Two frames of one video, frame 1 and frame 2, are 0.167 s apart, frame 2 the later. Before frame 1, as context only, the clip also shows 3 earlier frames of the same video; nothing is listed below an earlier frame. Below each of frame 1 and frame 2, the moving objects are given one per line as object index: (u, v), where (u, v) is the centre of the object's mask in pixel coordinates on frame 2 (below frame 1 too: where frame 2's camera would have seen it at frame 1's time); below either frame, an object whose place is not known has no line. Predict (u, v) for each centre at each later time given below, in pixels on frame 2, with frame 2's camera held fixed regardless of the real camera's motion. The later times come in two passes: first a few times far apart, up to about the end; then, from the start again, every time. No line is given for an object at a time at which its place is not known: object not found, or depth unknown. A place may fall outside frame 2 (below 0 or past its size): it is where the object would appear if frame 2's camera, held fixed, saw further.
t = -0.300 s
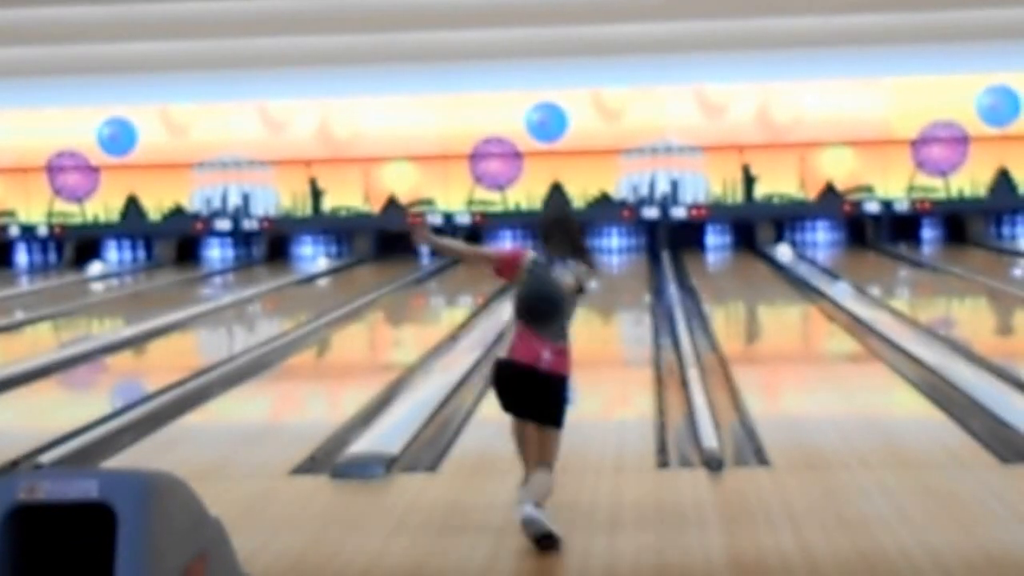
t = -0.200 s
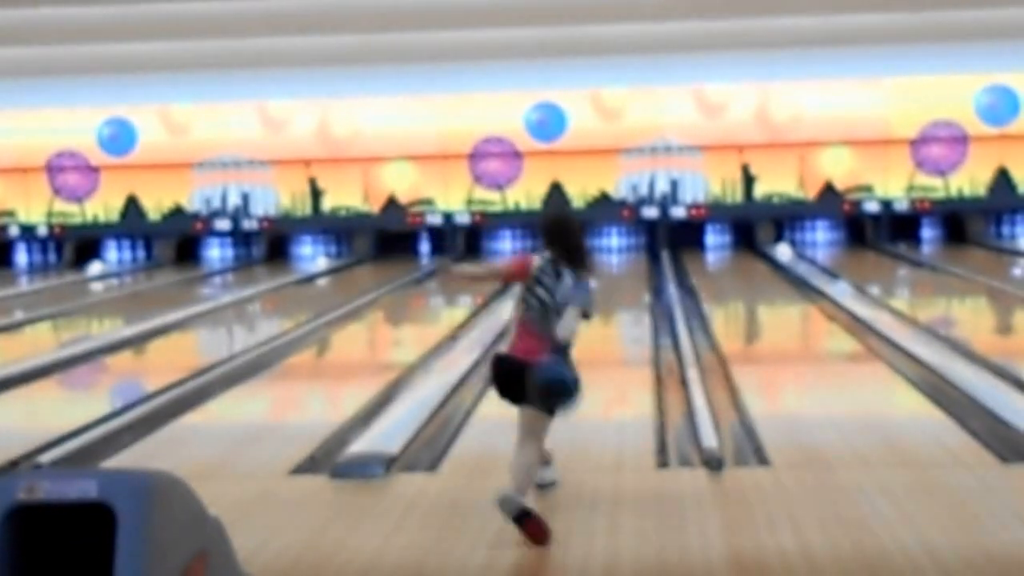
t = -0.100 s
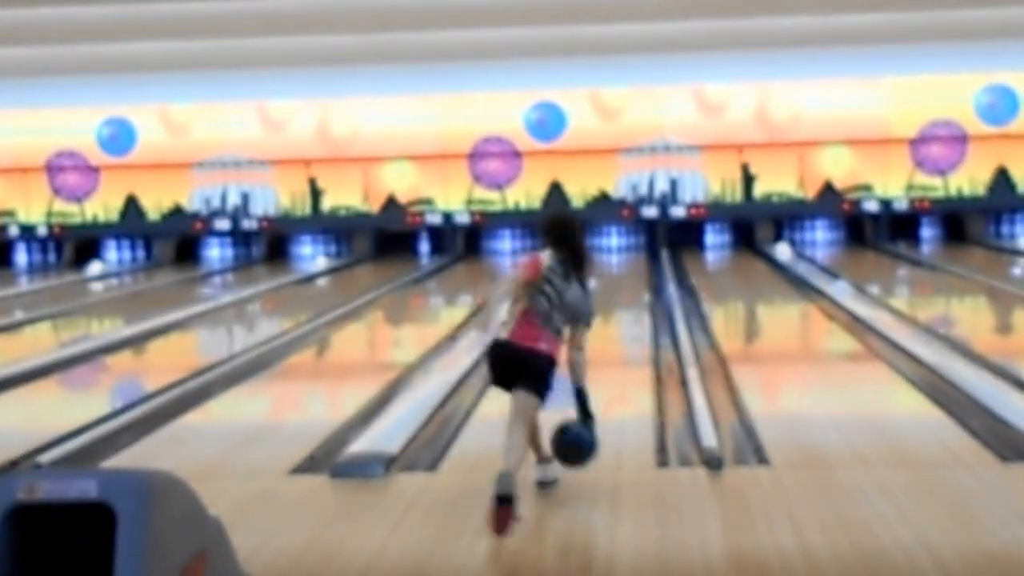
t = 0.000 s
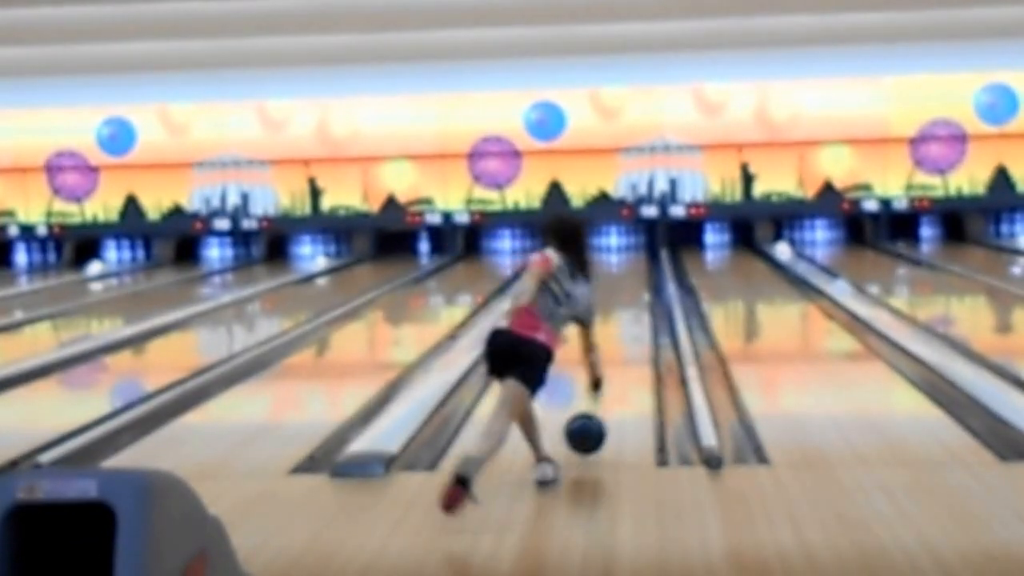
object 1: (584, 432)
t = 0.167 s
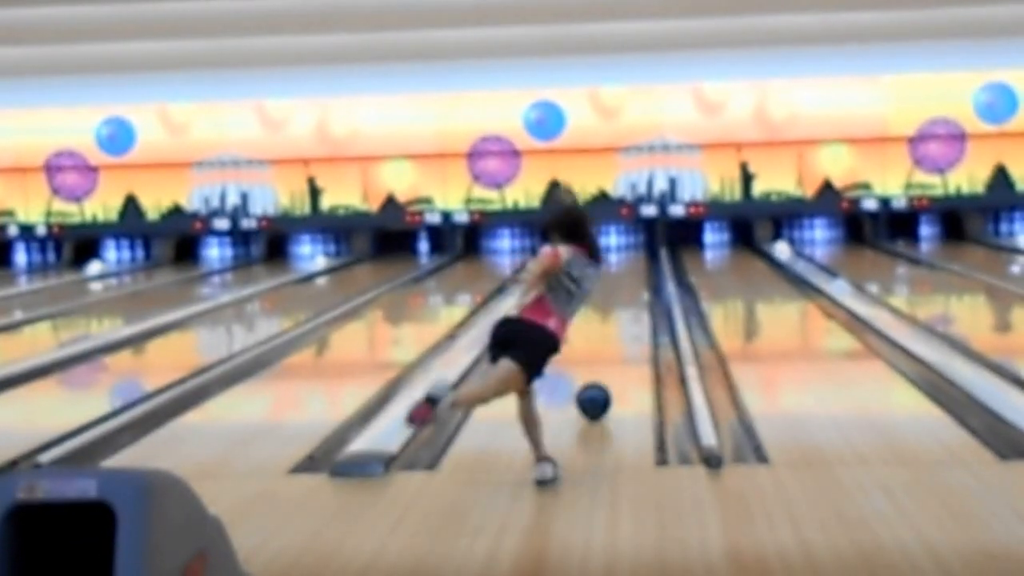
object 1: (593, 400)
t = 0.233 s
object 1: (596, 386)
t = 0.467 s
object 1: (604, 352)
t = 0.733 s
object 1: (610, 323)
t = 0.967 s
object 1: (614, 305)
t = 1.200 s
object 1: (616, 290)
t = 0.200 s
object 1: (594, 394)
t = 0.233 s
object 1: (596, 386)
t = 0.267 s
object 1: (597, 382)
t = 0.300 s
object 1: (599, 375)
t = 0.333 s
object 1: (600, 370)
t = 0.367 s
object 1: (601, 365)
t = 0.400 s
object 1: (602, 361)
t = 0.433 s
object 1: (603, 356)
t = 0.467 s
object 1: (604, 352)
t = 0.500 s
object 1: (605, 348)
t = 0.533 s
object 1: (606, 344)
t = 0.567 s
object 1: (607, 340)
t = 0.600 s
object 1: (608, 337)
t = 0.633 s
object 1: (608, 333)
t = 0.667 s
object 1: (609, 330)
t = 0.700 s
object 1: (609, 327)
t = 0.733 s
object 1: (610, 323)
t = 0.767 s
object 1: (611, 321)
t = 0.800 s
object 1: (613, 320)
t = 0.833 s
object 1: (620, 315)
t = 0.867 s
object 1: (617, 312)
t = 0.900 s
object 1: (614, 309)
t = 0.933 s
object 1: (614, 307)
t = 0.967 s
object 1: (614, 305)
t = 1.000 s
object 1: (614, 302)
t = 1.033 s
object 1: (614, 300)
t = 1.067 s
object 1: (615, 298)
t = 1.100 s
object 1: (615, 296)
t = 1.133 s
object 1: (615, 294)
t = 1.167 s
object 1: (616, 292)
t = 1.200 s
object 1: (616, 290)
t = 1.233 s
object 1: (616, 288)
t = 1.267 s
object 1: (618, 286)
